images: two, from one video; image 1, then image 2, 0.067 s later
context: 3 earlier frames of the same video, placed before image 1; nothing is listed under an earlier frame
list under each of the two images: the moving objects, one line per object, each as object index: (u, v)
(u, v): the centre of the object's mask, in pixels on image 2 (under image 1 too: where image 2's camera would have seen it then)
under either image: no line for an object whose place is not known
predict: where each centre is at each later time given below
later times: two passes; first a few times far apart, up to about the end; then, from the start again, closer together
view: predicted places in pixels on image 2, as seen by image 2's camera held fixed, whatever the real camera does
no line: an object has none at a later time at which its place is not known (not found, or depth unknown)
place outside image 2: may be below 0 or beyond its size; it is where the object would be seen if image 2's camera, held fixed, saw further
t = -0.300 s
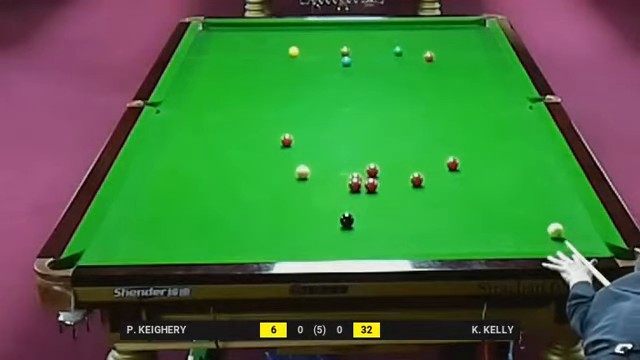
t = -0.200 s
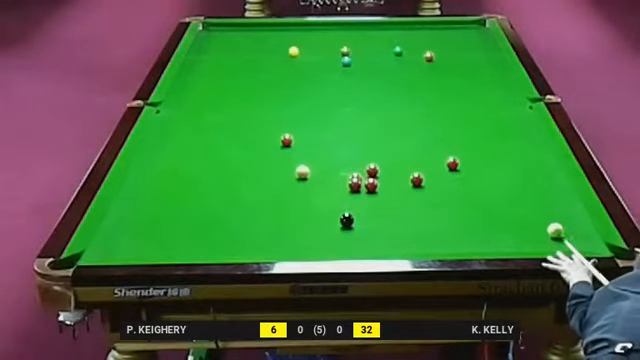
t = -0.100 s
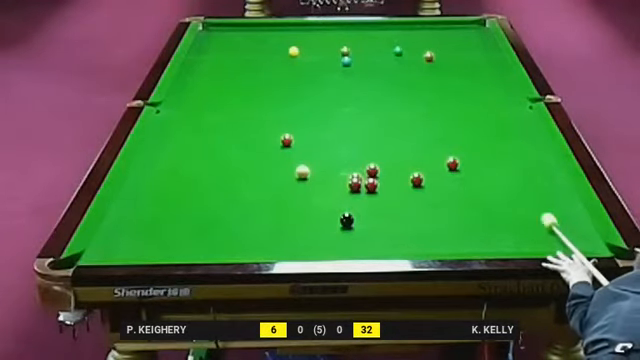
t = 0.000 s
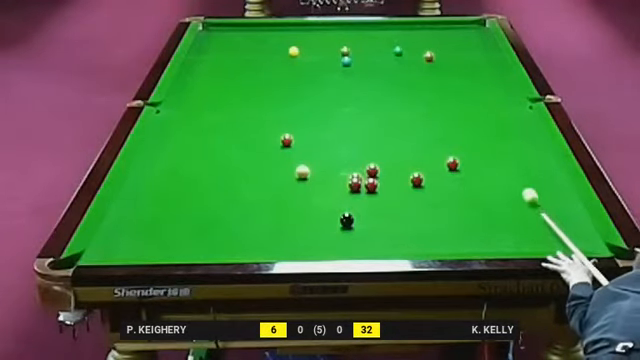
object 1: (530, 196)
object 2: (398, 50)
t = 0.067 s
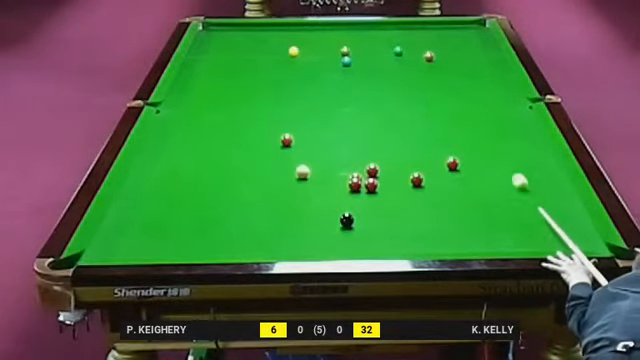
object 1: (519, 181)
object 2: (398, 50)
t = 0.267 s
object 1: (494, 147)
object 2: (398, 50)
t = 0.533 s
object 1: (466, 110)
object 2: (398, 50)
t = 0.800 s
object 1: (444, 80)
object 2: (398, 50)
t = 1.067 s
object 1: (426, 58)
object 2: (398, 50)
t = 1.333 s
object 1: (410, 53)
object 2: (397, 50)
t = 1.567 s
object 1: (406, 50)
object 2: (390, 48)
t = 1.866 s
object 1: (407, 47)
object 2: (377, 46)
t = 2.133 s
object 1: (408, 46)
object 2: (367, 44)
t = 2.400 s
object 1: (409, 44)
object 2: (360, 44)
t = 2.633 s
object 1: (409, 43)
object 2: (353, 42)
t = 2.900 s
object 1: (409, 42)
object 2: (346, 41)
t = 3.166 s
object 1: (409, 42)
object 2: (342, 40)
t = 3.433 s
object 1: (409, 42)
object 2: (337, 39)
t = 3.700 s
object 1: (410, 42)
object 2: (335, 39)
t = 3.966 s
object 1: (410, 42)
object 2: (333, 39)
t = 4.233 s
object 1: (410, 42)
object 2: (332, 39)
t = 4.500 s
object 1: (410, 42)
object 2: (332, 39)
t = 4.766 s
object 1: (410, 42)
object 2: (332, 39)
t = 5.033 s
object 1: (410, 42)
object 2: (332, 39)
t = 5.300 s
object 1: (410, 42)
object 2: (332, 39)
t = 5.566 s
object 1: (410, 42)
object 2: (332, 39)
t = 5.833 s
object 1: (410, 42)
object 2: (332, 39)
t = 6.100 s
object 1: (410, 42)
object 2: (332, 39)
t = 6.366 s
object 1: (410, 42)
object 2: (332, 39)
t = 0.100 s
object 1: (515, 174)
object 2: (398, 50)
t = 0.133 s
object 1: (510, 168)
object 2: (398, 50)
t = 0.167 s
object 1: (506, 163)
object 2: (398, 50)
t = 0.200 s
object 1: (502, 157)
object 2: (398, 50)
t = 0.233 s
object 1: (497, 152)
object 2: (398, 50)
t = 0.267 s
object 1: (494, 147)
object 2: (398, 50)
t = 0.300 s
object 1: (490, 142)
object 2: (398, 50)
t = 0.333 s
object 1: (487, 137)
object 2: (398, 50)
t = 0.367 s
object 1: (483, 132)
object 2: (398, 50)
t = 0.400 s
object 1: (480, 127)
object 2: (398, 50)
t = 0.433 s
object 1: (476, 123)
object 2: (398, 50)
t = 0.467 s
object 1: (473, 118)
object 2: (398, 50)
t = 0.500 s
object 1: (470, 114)
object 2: (398, 50)
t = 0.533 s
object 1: (466, 110)
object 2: (398, 50)
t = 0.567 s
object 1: (463, 106)
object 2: (398, 50)
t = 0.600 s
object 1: (460, 101)
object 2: (398, 50)
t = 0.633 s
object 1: (458, 98)
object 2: (398, 50)
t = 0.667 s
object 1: (454, 94)
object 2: (398, 50)
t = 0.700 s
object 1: (452, 90)
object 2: (398, 50)
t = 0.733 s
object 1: (449, 86)
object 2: (398, 50)
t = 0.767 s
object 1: (446, 83)
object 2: (398, 50)
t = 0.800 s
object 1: (444, 80)
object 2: (398, 50)
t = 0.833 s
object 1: (442, 76)
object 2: (398, 50)
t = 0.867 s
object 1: (439, 72)
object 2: (398, 50)
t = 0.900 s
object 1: (437, 70)
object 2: (398, 50)
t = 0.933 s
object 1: (434, 67)
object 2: (398, 50)
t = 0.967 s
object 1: (432, 63)
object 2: (398, 50)
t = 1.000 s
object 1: (430, 60)
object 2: (398, 50)
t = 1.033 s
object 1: (428, 58)
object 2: (398, 50)
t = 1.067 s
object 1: (426, 58)
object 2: (398, 50)
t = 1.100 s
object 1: (423, 58)
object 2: (398, 50)
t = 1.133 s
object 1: (421, 57)
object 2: (398, 50)
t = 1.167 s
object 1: (419, 57)
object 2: (398, 50)
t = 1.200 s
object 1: (418, 56)
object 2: (397, 50)
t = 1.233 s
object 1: (416, 55)
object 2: (397, 50)
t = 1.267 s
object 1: (414, 55)
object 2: (397, 50)
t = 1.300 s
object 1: (412, 54)
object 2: (397, 50)
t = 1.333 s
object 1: (410, 53)
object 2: (397, 50)
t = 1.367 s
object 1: (408, 52)
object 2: (397, 50)
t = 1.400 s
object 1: (406, 51)
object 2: (397, 50)
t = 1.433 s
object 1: (406, 51)
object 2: (396, 49)
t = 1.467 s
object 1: (406, 51)
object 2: (395, 49)
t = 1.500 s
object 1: (406, 51)
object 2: (393, 49)
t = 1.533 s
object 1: (406, 50)
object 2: (392, 49)
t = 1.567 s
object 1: (406, 50)
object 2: (390, 48)
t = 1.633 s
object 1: (406, 49)
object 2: (387, 48)
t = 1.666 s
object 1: (406, 49)
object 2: (386, 48)
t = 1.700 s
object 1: (407, 49)
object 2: (384, 48)
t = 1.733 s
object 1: (407, 48)
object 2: (383, 47)
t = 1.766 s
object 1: (407, 48)
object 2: (382, 47)
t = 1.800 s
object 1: (407, 48)
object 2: (380, 47)
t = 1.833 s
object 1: (407, 48)
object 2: (379, 46)
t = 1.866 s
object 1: (407, 47)
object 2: (377, 46)
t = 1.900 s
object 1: (407, 47)
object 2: (377, 46)
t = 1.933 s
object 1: (407, 47)
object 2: (375, 46)
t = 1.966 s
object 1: (407, 47)
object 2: (374, 45)
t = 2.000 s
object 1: (407, 47)
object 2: (373, 45)
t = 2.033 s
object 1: (407, 46)
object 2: (371, 45)
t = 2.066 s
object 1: (408, 46)
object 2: (370, 45)
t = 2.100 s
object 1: (408, 46)
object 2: (368, 44)
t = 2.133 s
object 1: (408, 46)
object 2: (367, 44)
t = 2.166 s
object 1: (408, 46)
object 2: (367, 45)
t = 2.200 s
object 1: (408, 45)
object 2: (366, 44)
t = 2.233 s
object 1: (408, 45)
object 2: (365, 44)
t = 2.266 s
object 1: (408, 45)
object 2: (364, 44)
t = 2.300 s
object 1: (409, 44)
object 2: (363, 44)
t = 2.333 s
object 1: (409, 44)
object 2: (362, 44)
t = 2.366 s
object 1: (409, 44)
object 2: (361, 44)
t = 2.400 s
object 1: (409, 44)
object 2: (360, 44)
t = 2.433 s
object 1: (409, 44)
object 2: (359, 43)
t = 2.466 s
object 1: (409, 44)
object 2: (358, 43)
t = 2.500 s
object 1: (409, 44)
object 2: (357, 43)
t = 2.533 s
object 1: (409, 44)
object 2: (356, 43)
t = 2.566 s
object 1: (409, 44)
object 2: (355, 42)
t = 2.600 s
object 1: (409, 43)
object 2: (355, 42)
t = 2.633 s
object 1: (409, 43)
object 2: (353, 42)
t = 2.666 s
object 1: (409, 43)
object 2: (351, 42)
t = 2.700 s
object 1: (409, 43)
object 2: (351, 42)
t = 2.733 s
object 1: (409, 43)
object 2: (350, 42)
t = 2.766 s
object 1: (409, 43)
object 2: (350, 42)
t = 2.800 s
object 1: (409, 43)
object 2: (350, 42)
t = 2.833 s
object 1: (409, 43)
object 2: (350, 42)
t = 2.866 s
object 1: (409, 43)
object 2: (348, 41)
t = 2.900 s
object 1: (409, 42)
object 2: (346, 41)
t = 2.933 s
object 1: (409, 42)
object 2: (345, 41)
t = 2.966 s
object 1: (409, 42)
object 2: (345, 40)
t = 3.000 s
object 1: (409, 42)
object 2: (344, 40)
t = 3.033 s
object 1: (409, 42)
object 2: (344, 40)
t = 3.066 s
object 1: (409, 42)
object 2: (343, 40)
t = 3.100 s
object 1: (409, 42)
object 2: (343, 40)
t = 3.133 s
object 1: (409, 42)
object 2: (342, 40)
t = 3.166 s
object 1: (409, 42)
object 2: (342, 40)
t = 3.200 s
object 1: (409, 42)
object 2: (342, 40)
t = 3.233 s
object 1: (409, 42)
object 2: (341, 40)
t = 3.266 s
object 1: (410, 42)
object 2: (340, 40)
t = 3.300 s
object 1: (410, 42)
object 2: (340, 40)
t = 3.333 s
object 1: (409, 42)
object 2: (339, 39)
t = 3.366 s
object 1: (409, 42)
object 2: (339, 40)
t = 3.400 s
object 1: (409, 42)
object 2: (339, 40)
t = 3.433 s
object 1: (409, 42)
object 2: (337, 39)
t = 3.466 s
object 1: (409, 42)
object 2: (337, 39)
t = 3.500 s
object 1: (409, 42)
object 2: (337, 39)
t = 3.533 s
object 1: (409, 42)
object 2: (337, 39)
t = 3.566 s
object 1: (410, 42)
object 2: (335, 39)
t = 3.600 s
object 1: (410, 42)
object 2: (335, 39)
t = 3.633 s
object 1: (410, 42)
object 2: (335, 39)
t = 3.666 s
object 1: (410, 42)
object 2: (335, 39)
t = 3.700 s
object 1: (410, 42)
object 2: (335, 39)
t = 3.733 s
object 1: (410, 42)
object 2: (334, 39)
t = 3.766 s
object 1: (410, 42)
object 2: (334, 39)
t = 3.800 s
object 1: (410, 42)
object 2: (334, 39)
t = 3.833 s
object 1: (410, 42)
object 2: (334, 39)
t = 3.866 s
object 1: (410, 42)
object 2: (334, 39)
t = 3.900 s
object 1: (410, 42)
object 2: (333, 39)
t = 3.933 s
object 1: (410, 42)
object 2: (333, 39)
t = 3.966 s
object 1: (410, 42)
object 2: (333, 39)
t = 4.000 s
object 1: (410, 42)
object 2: (332, 39)
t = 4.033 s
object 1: (410, 42)
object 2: (332, 39)
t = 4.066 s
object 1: (410, 42)
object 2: (332, 39)
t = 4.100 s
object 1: (410, 42)
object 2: (332, 39)
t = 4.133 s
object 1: (410, 42)
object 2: (332, 39)
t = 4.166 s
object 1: (410, 42)
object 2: (332, 39)
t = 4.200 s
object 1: (410, 42)
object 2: (332, 39)
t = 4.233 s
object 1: (410, 42)
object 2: (332, 39)
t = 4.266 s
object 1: (410, 42)
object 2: (332, 39)
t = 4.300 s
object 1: (410, 42)
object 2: (332, 39)
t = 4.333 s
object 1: (410, 42)
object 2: (332, 39)
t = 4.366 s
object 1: (410, 42)
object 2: (332, 39)
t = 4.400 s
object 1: (410, 42)
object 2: (332, 39)
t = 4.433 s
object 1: (410, 42)
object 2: (332, 39)
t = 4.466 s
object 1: (410, 42)
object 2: (332, 39)
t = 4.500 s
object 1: (410, 42)
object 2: (332, 39)
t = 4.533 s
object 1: (410, 42)
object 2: (332, 39)
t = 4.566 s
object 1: (410, 42)
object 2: (332, 39)
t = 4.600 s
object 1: (410, 42)
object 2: (332, 39)
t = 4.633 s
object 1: (410, 42)
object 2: (332, 39)
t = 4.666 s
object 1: (410, 42)
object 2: (332, 39)
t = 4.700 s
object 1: (410, 42)
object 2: (332, 39)
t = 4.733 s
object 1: (410, 42)
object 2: (332, 39)
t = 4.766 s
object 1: (410, 42)
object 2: (332, 39)
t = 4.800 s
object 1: (410, 42)
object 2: (332, 39)
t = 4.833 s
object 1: (410, 42)
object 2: (332, 39)
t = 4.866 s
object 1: (410, 42)
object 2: (332, 39)
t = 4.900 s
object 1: (410, 42)
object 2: (332, 39)
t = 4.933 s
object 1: (410, 42)
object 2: (332, 39)
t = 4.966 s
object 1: (410, 42)
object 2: (332, 39)
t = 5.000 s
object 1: (410, 42)
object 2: (332, 39)
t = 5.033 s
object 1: (410, 42)
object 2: (332, 39)
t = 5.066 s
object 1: (410, 42)
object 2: (332, 39)
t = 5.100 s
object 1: (410, 42)
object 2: (332, 39)
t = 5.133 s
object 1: (410, 42)
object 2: (332, 39)
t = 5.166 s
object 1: (410, 42)
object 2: (332, 39)
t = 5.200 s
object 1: (410, 42)
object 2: (332, 39)
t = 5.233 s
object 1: (410, 42)
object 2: (332, 39)
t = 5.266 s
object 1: (410, 42)
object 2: (332, 39)
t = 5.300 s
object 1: (410, 42)
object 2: (332, 39)
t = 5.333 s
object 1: (410, 42)
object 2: (332, 39)
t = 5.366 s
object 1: (410, 42)
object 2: (332, 39)
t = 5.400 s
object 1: (410, 42)
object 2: (332, 39)
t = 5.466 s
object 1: (410, 42)
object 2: (332, 39)
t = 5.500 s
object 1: (410, 42)
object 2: (332, 39)
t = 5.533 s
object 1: (410, 42)
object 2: (332, 39)
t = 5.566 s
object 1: (410, 42)
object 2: (332, 39)
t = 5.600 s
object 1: (410, 42)
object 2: (332, 39)
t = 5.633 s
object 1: (410, 42)
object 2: (332, 39)
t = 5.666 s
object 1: (410, 42)
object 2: (332, 39)
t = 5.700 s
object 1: (410, 42)
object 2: (332, 39)
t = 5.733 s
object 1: (410, 42)
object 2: (332, 39)
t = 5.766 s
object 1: (410, 42)
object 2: (332, 39)
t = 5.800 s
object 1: (410, 42)
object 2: (332, 39)
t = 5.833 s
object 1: (410, 42)
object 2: (332, 39)
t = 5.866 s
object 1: (410, 42)
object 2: (332, 39)
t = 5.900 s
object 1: (410, 42)
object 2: (332, 39)
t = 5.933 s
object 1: (410, 42)
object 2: (332, 39)
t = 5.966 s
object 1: (410, 42)
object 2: (332, 39)
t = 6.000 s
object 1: (410, 42)
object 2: (332, 39)
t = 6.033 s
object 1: (410, 42)
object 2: (332, 39)
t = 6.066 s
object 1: (410, 42)
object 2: (332, 39)
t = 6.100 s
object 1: (410, 42)
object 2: (332, 39)
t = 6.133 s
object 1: (410, 42)
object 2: (332, 39)
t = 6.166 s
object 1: (410, 42)
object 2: (332, 39)
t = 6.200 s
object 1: (410, 42)
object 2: (332, 39)
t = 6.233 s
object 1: (410, 42)
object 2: (332, 39)
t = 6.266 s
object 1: (410, 42)
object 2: (332, 39)
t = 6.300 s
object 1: (410, 42)
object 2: (332, 39)
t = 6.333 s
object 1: (410, 42)
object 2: (332, 39)
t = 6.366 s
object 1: (410, 42)
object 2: (332, 39)
